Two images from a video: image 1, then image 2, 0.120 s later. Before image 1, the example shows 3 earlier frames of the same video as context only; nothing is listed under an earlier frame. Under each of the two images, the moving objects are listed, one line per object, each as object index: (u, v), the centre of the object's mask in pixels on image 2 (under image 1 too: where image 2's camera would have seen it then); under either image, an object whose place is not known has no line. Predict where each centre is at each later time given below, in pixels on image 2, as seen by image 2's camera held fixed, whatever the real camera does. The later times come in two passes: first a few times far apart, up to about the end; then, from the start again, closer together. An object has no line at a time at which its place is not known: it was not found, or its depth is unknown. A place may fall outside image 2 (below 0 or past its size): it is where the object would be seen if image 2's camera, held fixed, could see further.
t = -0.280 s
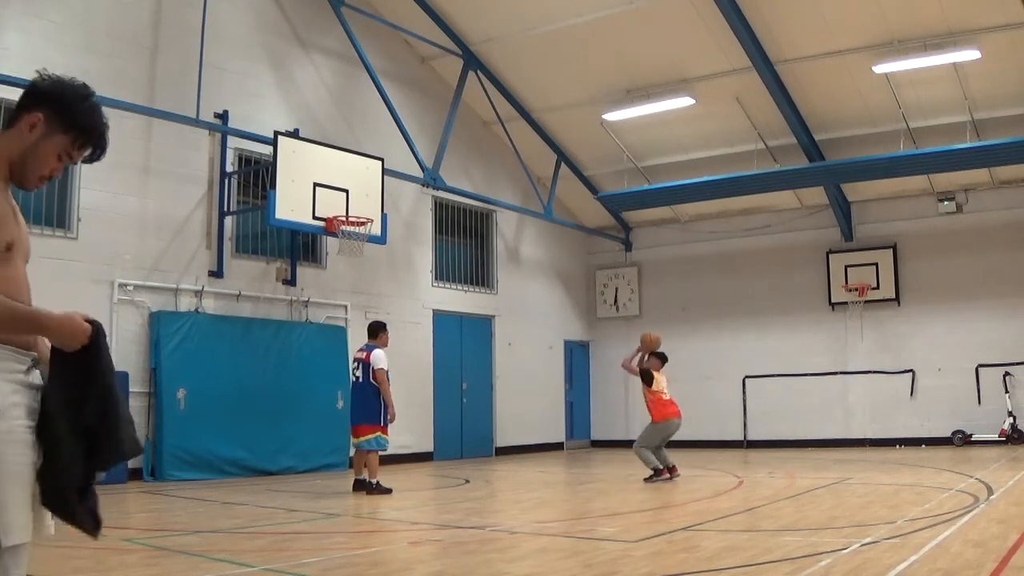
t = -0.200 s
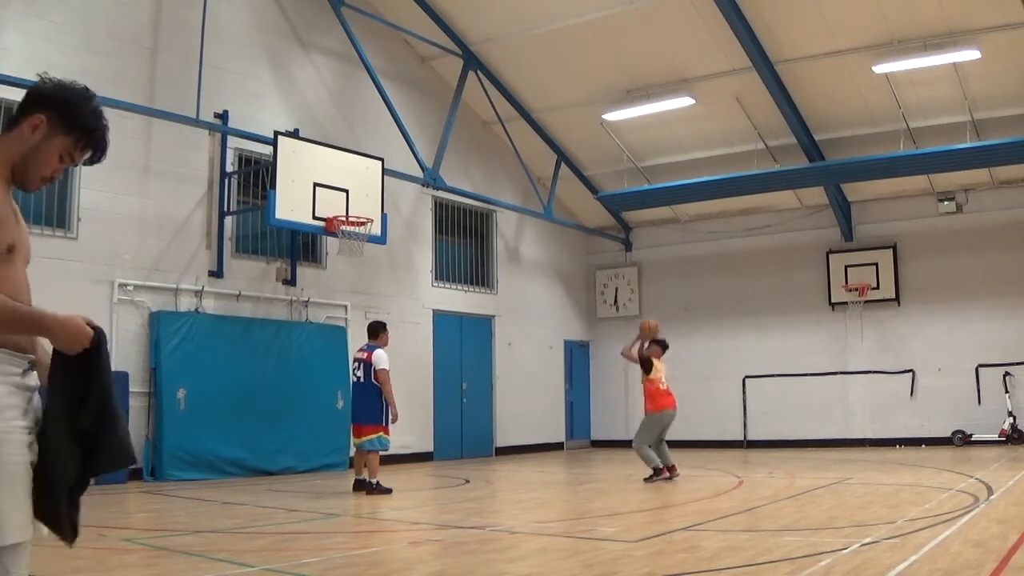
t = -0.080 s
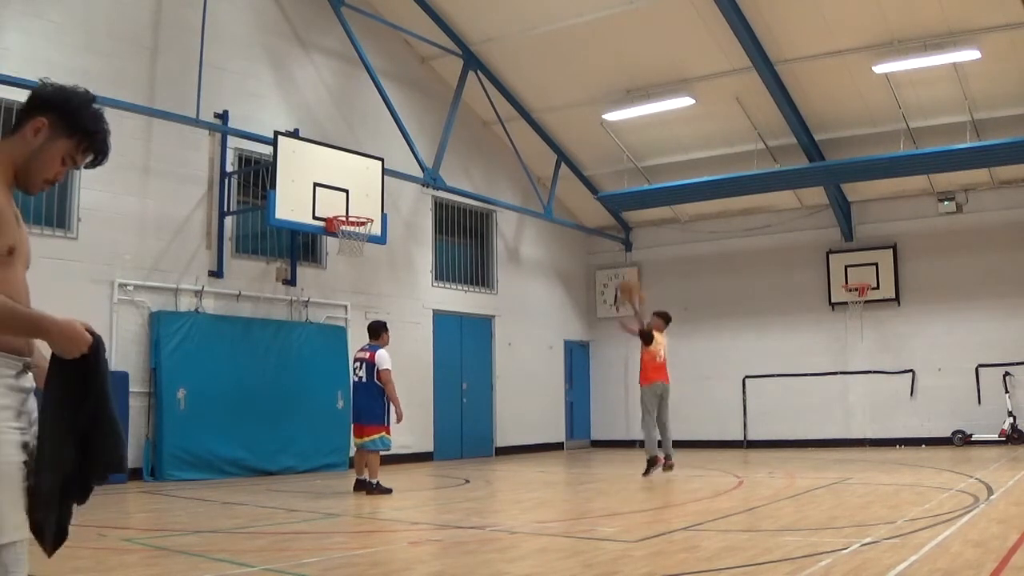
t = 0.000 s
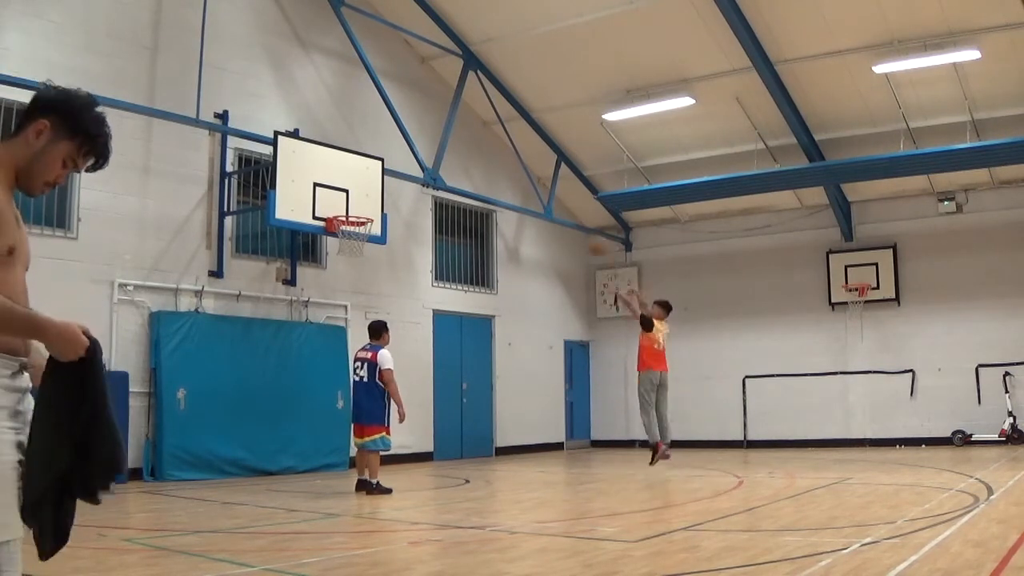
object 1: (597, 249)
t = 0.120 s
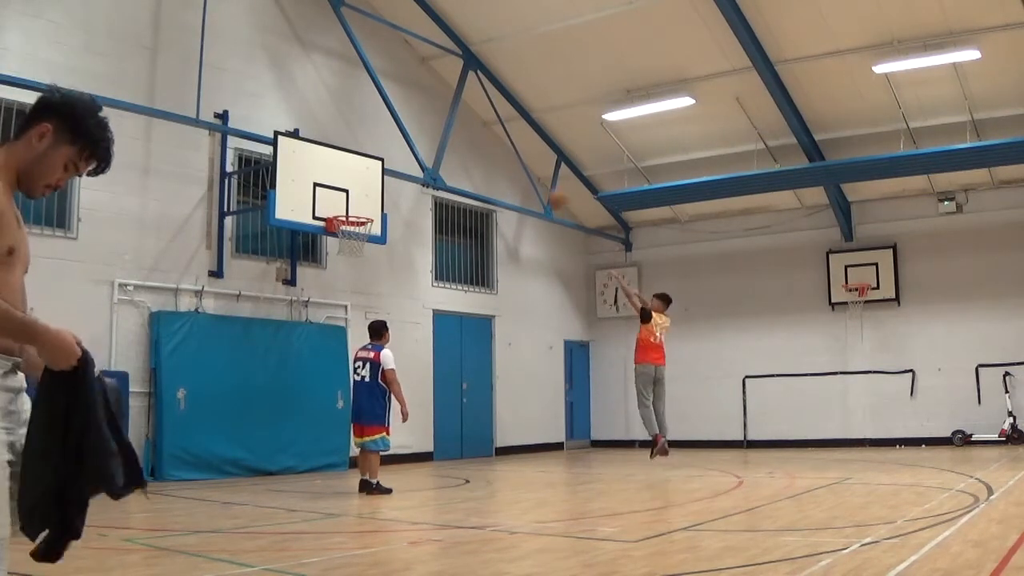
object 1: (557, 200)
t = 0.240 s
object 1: (516, 168)
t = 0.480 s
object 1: (438, 138)
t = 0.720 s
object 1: (363, 155)
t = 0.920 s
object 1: (354, 189)
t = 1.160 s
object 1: (384, 209)
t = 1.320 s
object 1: (409, 235)
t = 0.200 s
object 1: (529, 177)
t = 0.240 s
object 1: (516, 168)
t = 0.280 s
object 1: (502, 158)
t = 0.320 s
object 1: (489, 152)
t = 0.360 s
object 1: (476, 146)
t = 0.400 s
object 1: (464, 142)
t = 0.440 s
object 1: (451, 138)
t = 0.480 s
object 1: (438, 138)
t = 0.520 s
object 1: (425, 137)
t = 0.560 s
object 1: (412, 138)
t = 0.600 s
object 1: (400, 140)
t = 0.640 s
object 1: (387, 145)
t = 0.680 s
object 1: (375, 148)
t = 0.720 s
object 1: (363, 155)
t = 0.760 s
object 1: (350, 162)
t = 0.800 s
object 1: (342, 170)
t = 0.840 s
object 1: (345, 175)
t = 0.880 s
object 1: (349, 181)
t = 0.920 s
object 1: (354, 189)
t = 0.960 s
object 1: (357, 198)
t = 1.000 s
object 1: (361, 207)
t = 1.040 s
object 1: (367, 205)
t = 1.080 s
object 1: (373, 205)
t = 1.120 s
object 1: (379, 207)
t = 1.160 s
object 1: (384, 209)
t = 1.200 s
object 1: (390, 213)
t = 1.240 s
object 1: (396, 219)
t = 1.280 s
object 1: (402, 226)
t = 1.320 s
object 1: (409, 235)
